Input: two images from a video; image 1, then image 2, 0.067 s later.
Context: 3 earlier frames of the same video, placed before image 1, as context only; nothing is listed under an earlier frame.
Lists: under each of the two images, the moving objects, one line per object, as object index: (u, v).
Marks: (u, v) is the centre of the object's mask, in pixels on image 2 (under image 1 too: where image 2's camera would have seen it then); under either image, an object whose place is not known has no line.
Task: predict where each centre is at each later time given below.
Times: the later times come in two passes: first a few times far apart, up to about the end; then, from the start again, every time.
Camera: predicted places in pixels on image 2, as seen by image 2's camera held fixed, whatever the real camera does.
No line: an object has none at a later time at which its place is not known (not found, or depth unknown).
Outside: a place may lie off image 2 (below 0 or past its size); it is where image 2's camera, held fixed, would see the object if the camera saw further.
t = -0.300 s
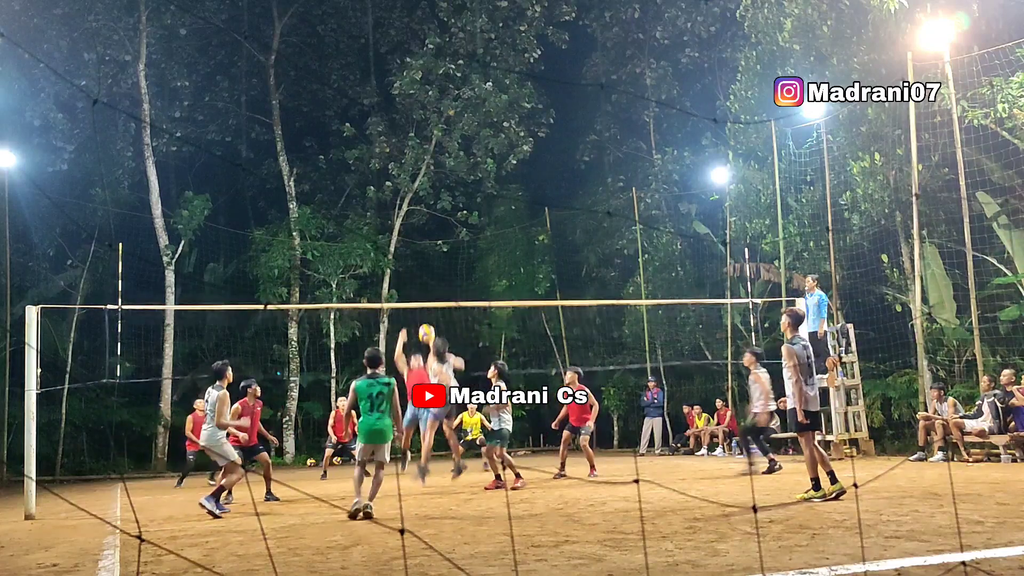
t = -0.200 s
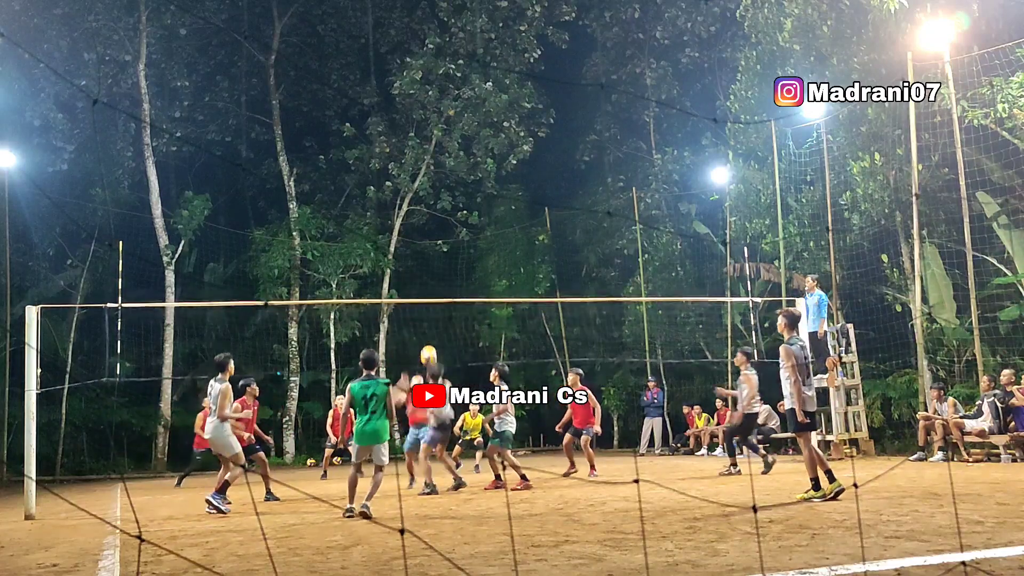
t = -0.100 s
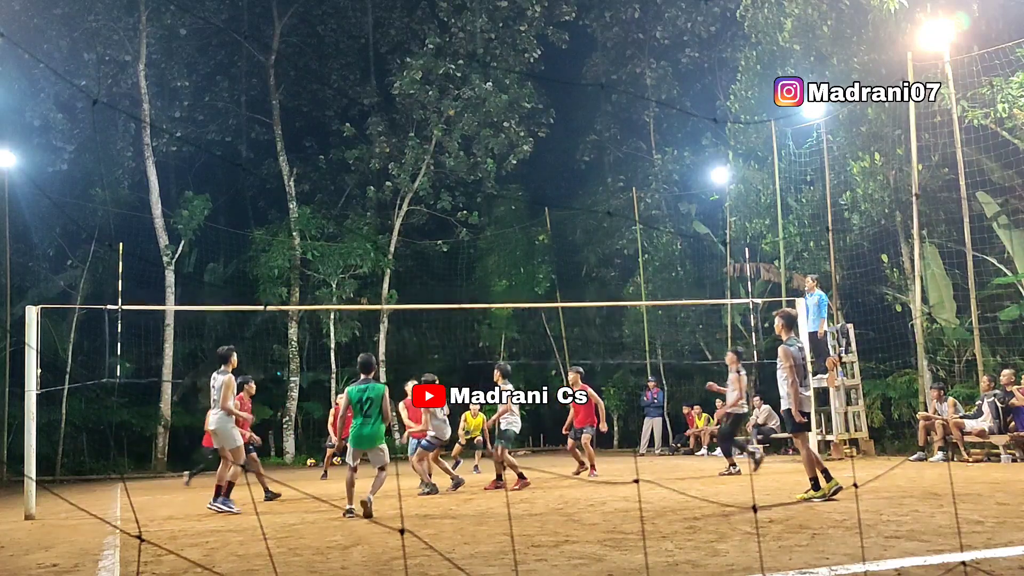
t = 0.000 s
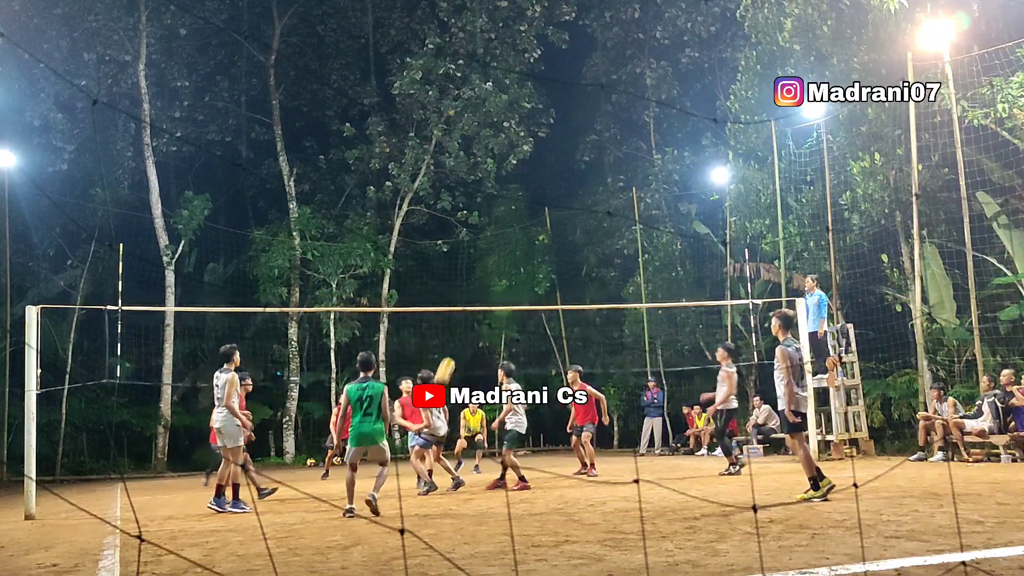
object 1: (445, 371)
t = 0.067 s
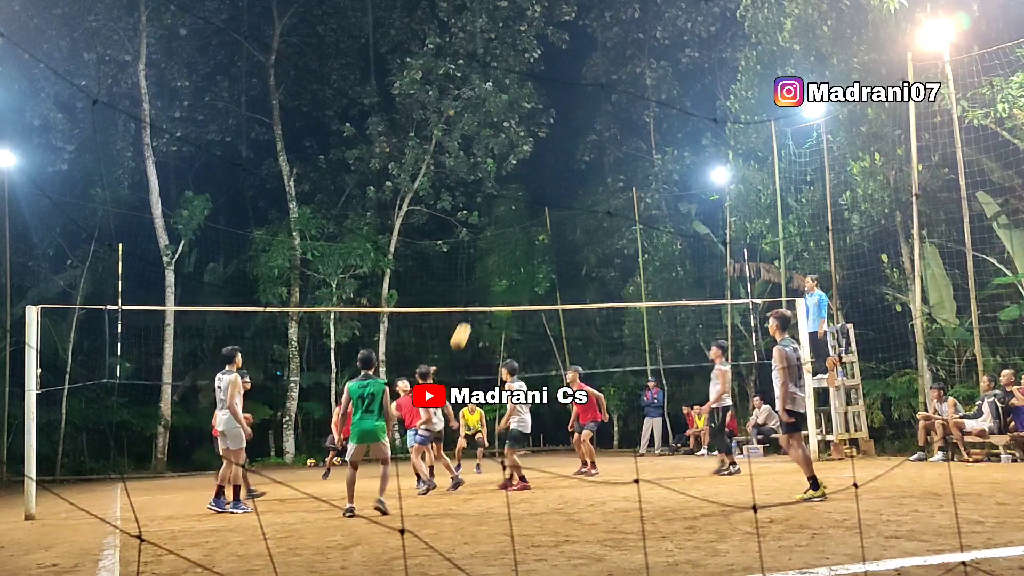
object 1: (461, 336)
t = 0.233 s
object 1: (501, 265)
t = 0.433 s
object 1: (547, 211)
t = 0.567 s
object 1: (577, 191)
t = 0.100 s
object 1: (468, 321)
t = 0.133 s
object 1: (477, 304)
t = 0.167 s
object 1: (485, 290)
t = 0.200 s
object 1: (493, 277)
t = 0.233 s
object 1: (501, 265)
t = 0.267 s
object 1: (508, 254)
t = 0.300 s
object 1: (517, 243)
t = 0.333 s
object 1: (524, 234)
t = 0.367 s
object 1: (532, 225)
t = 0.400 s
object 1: (540, 218)
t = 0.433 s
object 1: (547, 211)
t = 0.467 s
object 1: (555, 205)
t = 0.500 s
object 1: (563, 199)
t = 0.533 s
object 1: (570, 196)
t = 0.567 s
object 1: (577, 191)
